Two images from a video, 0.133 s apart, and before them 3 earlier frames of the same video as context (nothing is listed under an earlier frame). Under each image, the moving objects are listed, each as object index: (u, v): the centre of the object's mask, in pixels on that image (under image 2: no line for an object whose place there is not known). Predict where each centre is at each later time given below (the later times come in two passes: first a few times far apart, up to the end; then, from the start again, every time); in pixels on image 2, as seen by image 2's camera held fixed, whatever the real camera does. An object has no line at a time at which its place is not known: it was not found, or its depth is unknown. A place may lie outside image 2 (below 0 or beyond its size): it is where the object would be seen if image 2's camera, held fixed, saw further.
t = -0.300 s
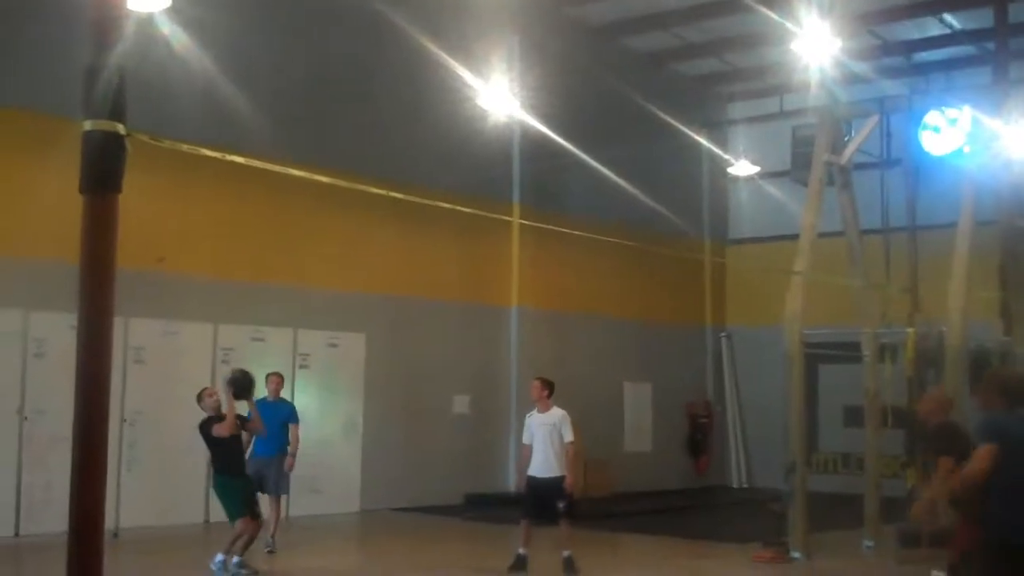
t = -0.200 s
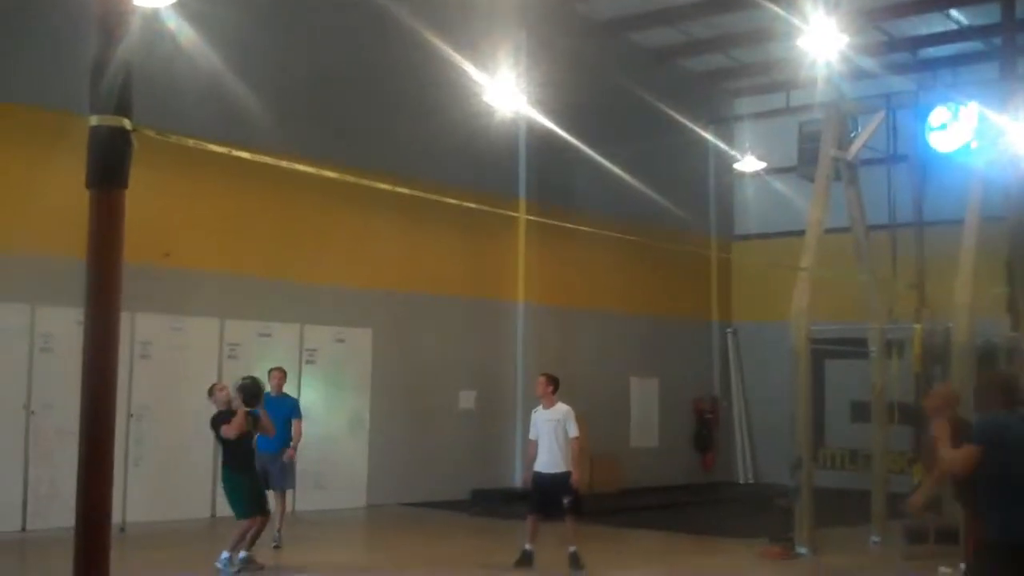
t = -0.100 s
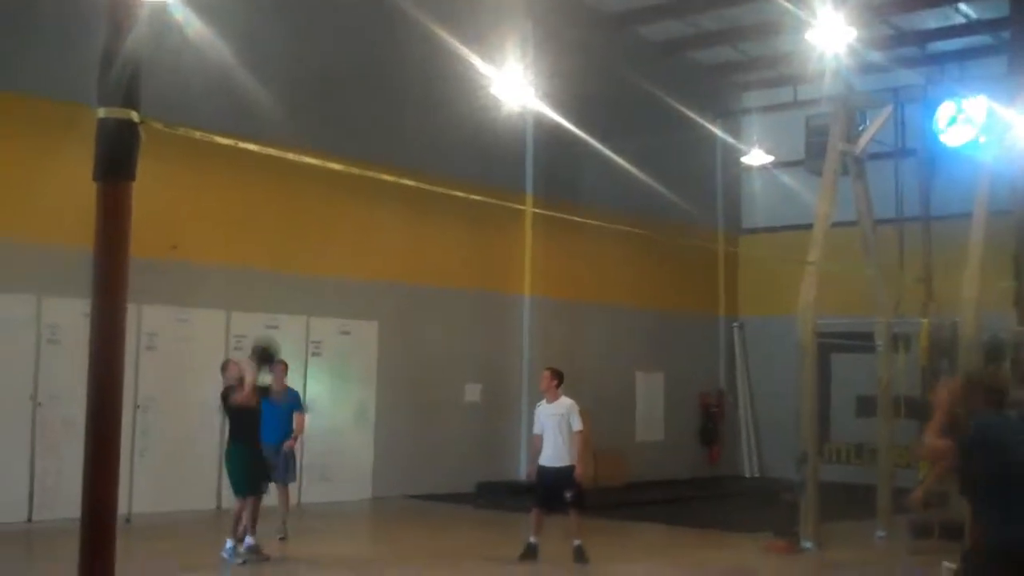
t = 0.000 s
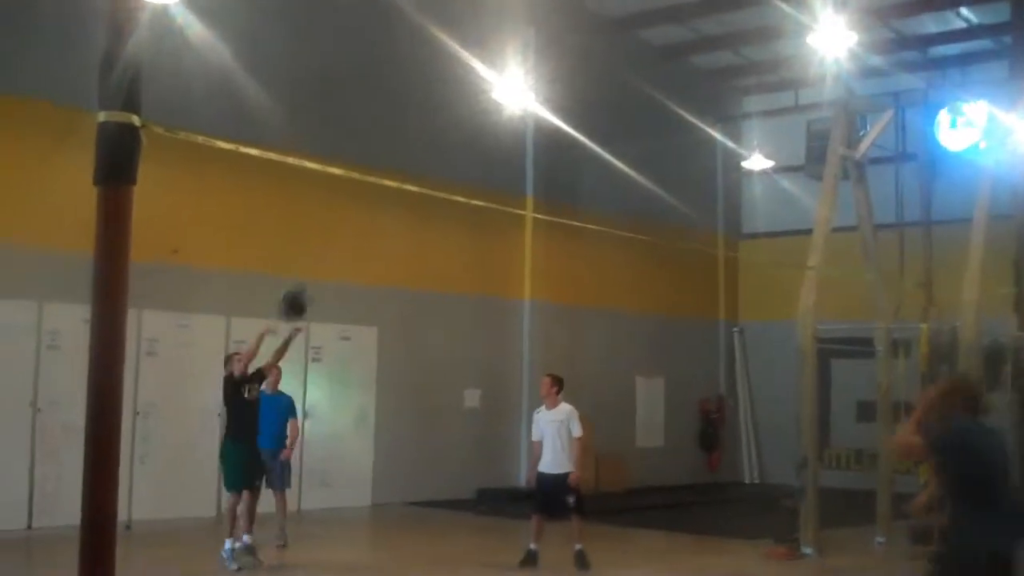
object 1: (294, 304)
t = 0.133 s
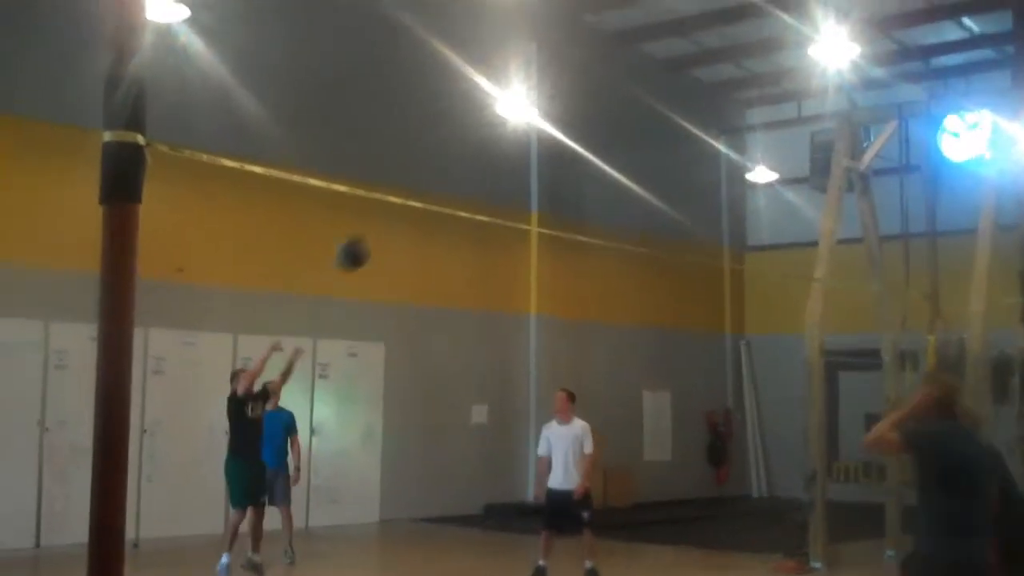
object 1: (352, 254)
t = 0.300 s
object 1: (421, 191)
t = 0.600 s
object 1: (558, 165)
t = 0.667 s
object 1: (592, 176)
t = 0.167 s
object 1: (366, 240)
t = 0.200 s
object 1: (378, 226)
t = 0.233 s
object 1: (392, 217)
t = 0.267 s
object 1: (405, 206)
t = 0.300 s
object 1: (421, 191)
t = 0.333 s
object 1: (434, 187)
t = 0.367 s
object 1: (448, 180)
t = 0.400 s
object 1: (464, 174)
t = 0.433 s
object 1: (475, 169)
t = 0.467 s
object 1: (493, 165)
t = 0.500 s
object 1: (508, 164)
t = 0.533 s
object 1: (525, 162)
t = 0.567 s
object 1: (542, 164)
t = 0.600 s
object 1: (558, 165)
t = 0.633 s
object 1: (576, 170)
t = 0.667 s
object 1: (592, 176)
